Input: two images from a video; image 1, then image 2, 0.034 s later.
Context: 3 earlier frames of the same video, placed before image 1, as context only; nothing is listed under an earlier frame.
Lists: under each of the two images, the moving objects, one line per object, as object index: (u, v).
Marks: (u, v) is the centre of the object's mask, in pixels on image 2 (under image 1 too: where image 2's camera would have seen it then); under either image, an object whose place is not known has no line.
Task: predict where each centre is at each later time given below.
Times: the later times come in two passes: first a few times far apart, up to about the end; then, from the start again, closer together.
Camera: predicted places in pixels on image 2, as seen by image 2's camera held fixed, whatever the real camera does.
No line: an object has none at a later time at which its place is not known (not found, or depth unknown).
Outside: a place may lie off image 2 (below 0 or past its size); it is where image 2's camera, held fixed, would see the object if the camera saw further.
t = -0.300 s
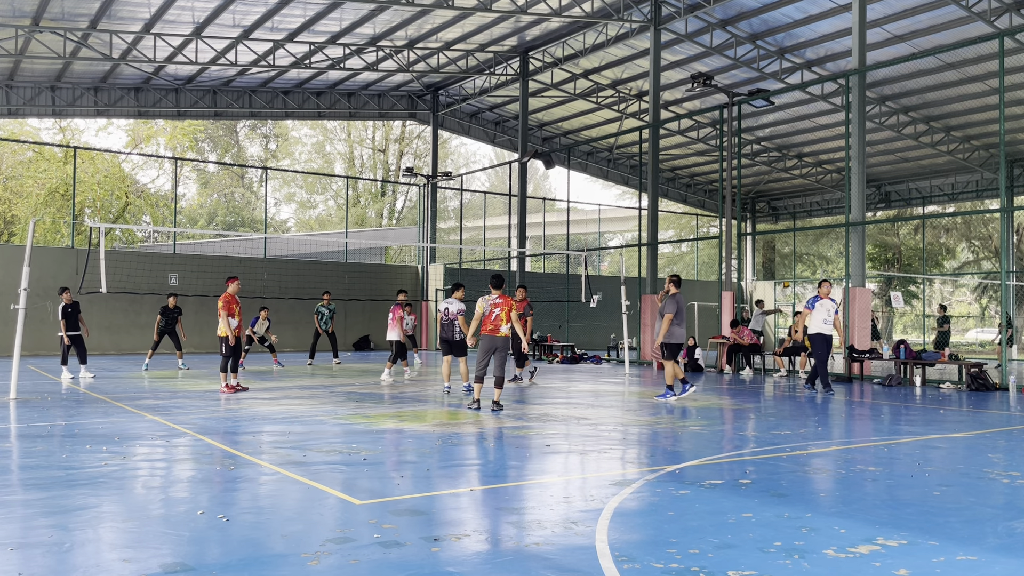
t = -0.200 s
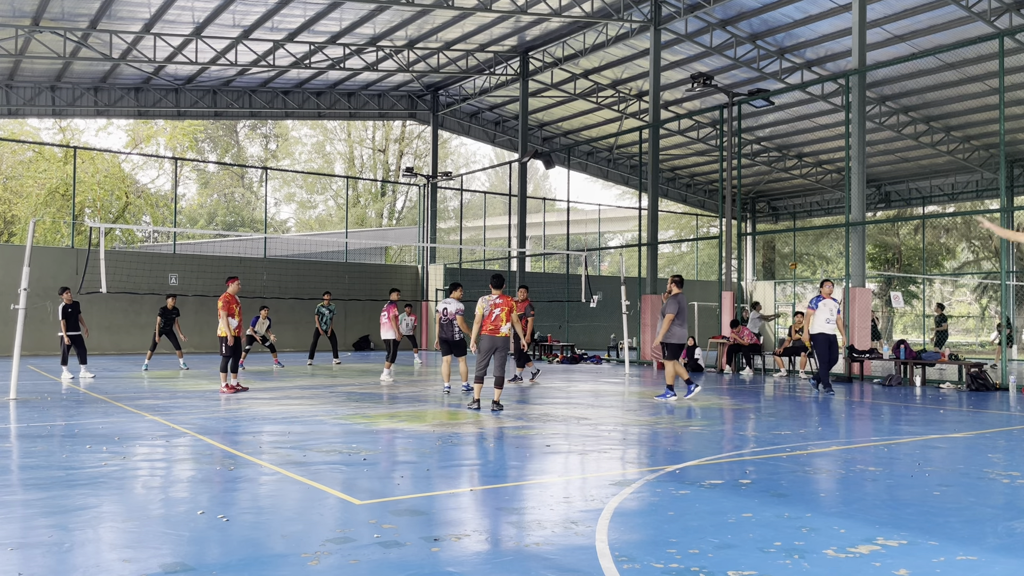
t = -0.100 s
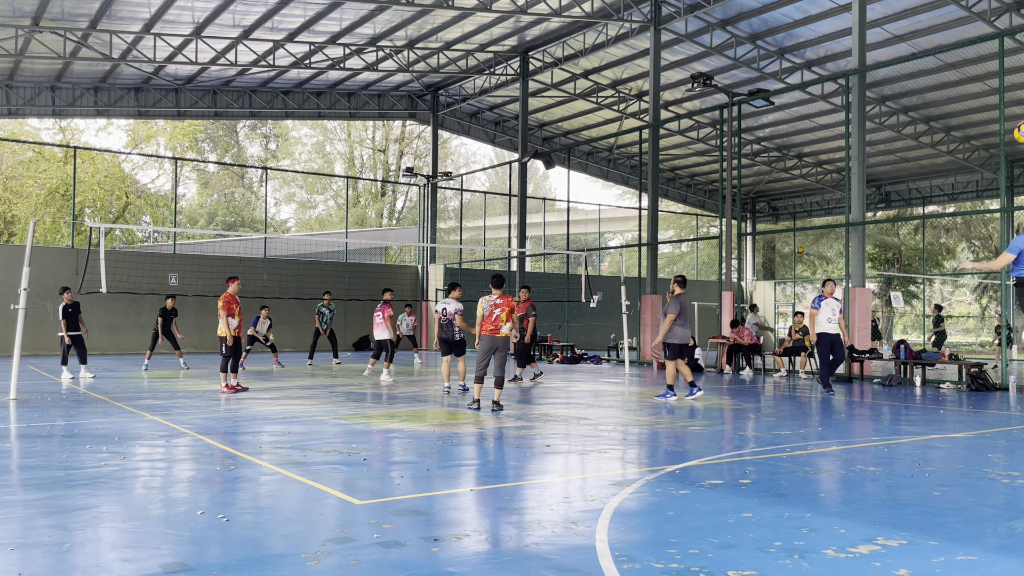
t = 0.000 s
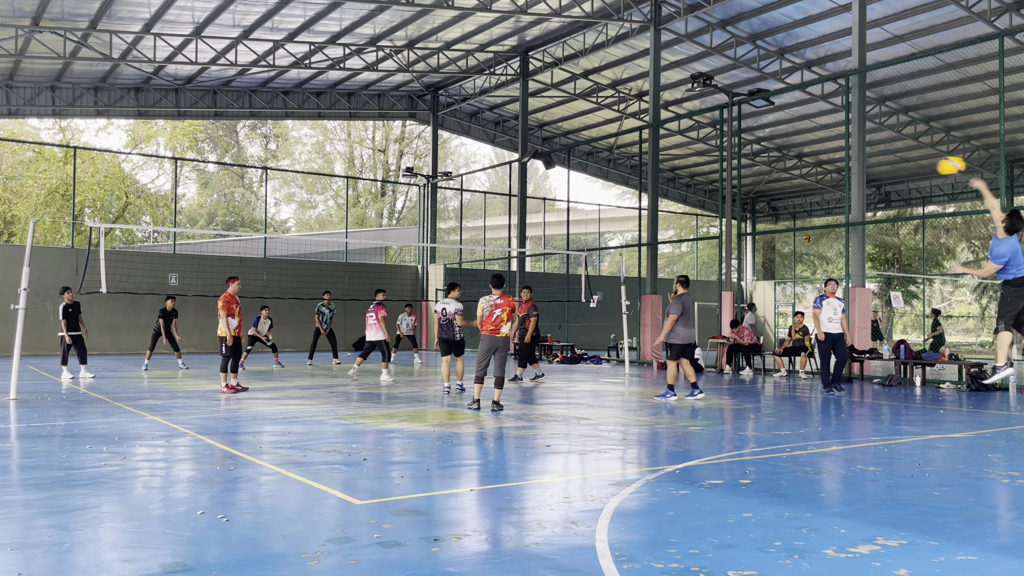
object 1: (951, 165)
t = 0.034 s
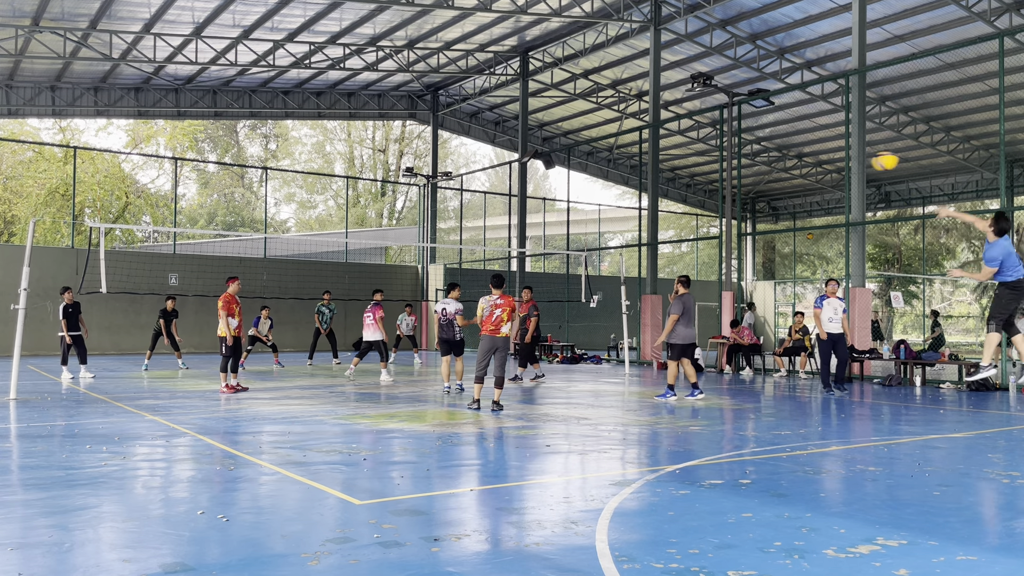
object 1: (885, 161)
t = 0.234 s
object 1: (581, 164)
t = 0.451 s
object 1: (355, 204)
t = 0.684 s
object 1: (235, 221)
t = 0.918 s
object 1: (189, 213)
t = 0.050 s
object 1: (854, 160)
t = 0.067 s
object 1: (826, 158)
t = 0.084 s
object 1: (796, 158)
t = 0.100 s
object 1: (769, 157)
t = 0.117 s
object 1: (742, 157)
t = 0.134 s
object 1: (716, 157)
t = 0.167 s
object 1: (668, 158)
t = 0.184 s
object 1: (645, 159)
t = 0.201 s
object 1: (623, 161)
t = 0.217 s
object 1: (602, 162)
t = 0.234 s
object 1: (581, 164)
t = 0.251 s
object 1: (561, 166)
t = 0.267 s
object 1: (542, 168)
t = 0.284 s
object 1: (522, 170)
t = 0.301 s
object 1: (503, 173)
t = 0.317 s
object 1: (485, 175)
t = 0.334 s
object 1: (467, 180)
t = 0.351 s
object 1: (450, 182)
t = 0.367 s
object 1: (434, 185)
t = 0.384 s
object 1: (417, 188)
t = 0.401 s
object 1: (401, 192)
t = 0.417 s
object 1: (386, 196)
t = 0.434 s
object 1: (370, 200)
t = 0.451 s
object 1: (355, 204)
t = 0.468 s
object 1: (340, 208)
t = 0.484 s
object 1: (326, 212)
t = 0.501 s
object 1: (311, 217)
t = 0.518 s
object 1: (298, 221)
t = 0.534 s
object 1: (284, 226)
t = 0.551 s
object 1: (271, 231)
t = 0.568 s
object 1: (261, 234)
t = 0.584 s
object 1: (256, 233)
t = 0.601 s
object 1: (251, 232)
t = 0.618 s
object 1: (248, 230)
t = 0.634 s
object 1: (245, 228)
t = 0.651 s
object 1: (242, 225)
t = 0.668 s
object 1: (238, 224)
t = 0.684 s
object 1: (235, 221)
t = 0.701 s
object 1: (232, 219)
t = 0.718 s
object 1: (229, 218)
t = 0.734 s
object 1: (226, 217)
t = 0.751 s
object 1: (223, 216)
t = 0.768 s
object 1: (219, 215)
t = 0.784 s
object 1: (216, 214)
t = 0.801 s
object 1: (213, 213)
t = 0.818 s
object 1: (209, 213)
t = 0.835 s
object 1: (206, 212)
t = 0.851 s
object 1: (204, 212)
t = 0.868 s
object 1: (199, 212)
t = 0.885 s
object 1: (196, 212)
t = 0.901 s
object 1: (194, 213)
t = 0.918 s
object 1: (189, 213)
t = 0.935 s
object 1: (186, 214)
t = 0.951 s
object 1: (184, 215)
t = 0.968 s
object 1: (180, 216)
